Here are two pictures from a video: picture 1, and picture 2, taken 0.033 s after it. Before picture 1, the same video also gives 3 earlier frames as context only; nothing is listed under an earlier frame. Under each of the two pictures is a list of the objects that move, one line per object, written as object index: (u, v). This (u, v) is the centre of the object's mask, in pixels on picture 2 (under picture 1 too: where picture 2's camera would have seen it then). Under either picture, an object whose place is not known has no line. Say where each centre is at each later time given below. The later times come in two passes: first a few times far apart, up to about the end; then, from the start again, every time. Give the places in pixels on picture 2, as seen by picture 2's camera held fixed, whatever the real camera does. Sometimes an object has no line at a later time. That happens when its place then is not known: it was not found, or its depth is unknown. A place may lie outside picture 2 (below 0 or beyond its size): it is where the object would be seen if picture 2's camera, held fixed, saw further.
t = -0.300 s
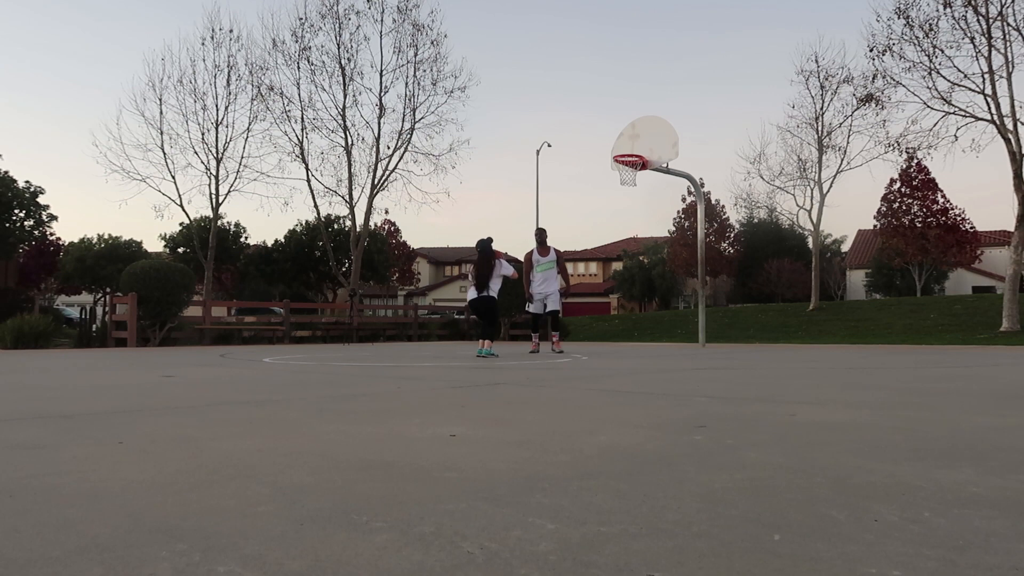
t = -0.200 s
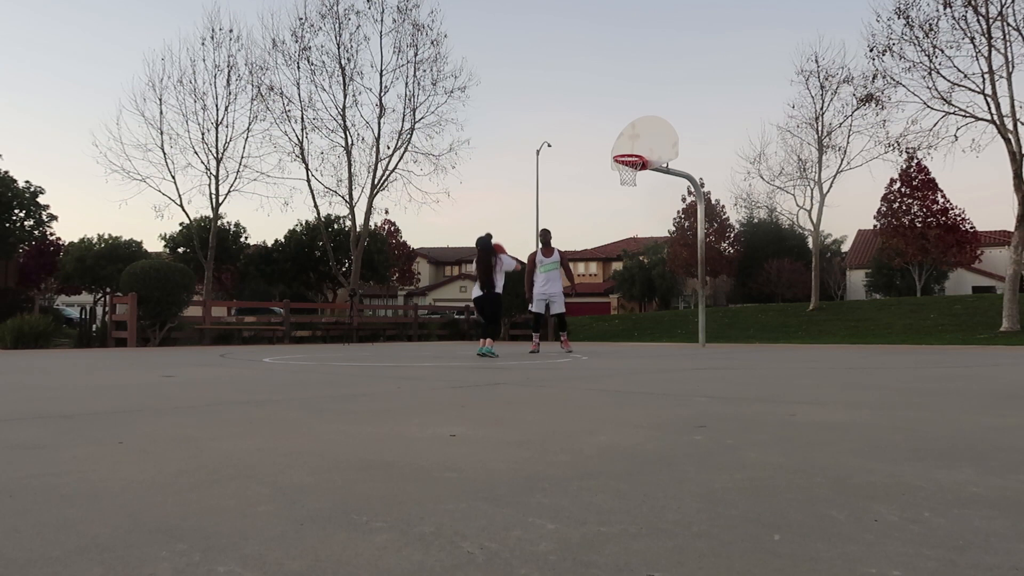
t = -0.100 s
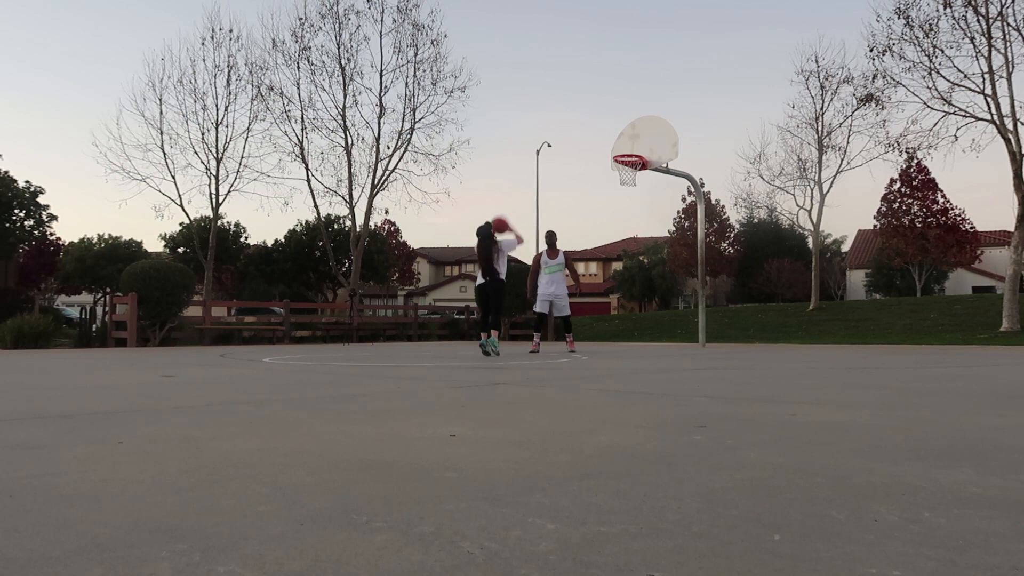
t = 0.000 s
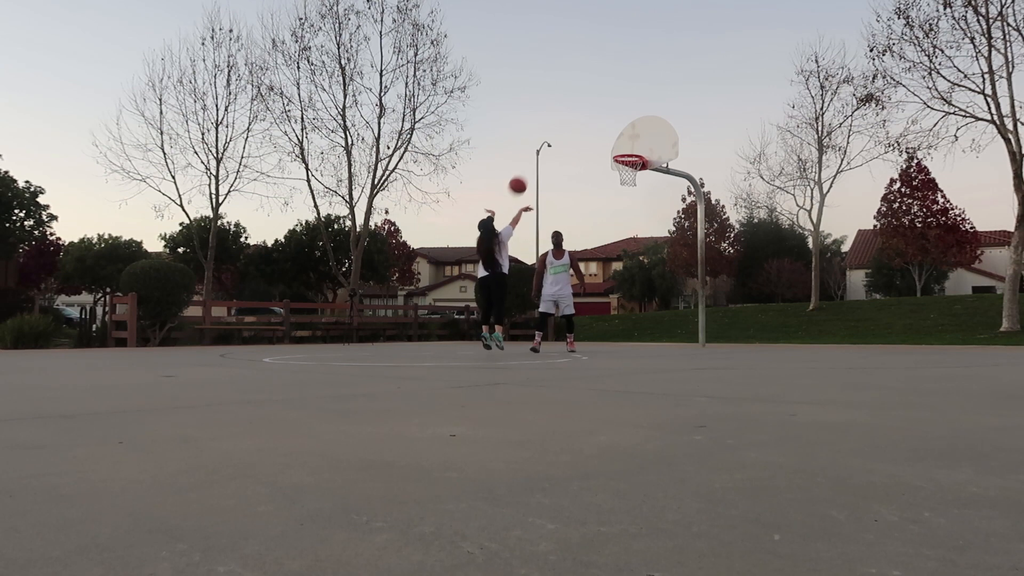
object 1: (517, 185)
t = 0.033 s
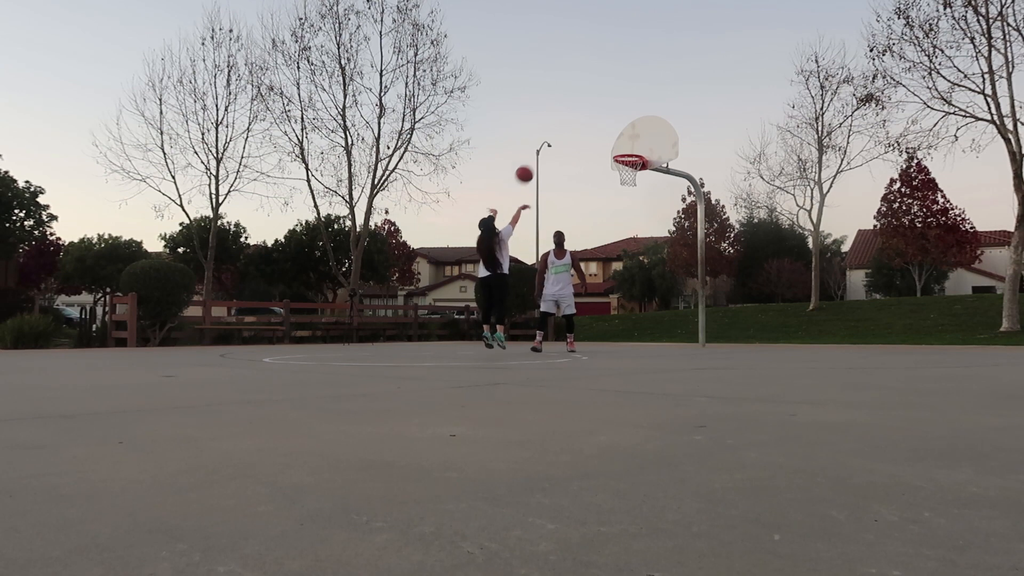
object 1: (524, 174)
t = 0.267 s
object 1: (566, 123)
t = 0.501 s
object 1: (603, 112)
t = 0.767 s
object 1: (639, 142)
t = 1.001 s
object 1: (631, 170)
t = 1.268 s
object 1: (636, 177)
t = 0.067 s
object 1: (530, 164)
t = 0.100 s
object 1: (537, 155)
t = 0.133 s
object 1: (543, 146)
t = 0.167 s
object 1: (549, 139)
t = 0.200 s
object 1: (555, 133)
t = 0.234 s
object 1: (561, 127)
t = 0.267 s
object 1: (566, 123)
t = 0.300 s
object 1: (572, 119)
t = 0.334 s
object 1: (577, 116)
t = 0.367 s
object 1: (583, 114)
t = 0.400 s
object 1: (588, 112)
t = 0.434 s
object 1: (593, 112)
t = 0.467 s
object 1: (598, 112)
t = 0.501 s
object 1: (603, 112)
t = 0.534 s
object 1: (608, 114)
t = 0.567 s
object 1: (612, 116)
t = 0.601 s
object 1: (617, 119)
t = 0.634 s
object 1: (621, 122)
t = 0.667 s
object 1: (626, 126)
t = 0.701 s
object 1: (630, 131)
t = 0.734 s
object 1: (635, 136)
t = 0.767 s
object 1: (639, 142)
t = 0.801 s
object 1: (638, 146)
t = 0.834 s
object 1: (633, 148)
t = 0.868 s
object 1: (628, 151)
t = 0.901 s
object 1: (623, 153)
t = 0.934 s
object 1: (623, 154)
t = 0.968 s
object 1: (627, 166)
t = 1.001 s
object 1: (631, 170)
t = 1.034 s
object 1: (636, 170)
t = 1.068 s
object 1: (637, 173)
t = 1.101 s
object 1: (638, 173)
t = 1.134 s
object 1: (638, 170)
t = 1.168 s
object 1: (637, 175)
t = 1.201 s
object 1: (636, 175)
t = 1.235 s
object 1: (636, 176)
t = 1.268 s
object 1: (636, 177)
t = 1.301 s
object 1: (636, 178)
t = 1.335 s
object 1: (636, 180)
